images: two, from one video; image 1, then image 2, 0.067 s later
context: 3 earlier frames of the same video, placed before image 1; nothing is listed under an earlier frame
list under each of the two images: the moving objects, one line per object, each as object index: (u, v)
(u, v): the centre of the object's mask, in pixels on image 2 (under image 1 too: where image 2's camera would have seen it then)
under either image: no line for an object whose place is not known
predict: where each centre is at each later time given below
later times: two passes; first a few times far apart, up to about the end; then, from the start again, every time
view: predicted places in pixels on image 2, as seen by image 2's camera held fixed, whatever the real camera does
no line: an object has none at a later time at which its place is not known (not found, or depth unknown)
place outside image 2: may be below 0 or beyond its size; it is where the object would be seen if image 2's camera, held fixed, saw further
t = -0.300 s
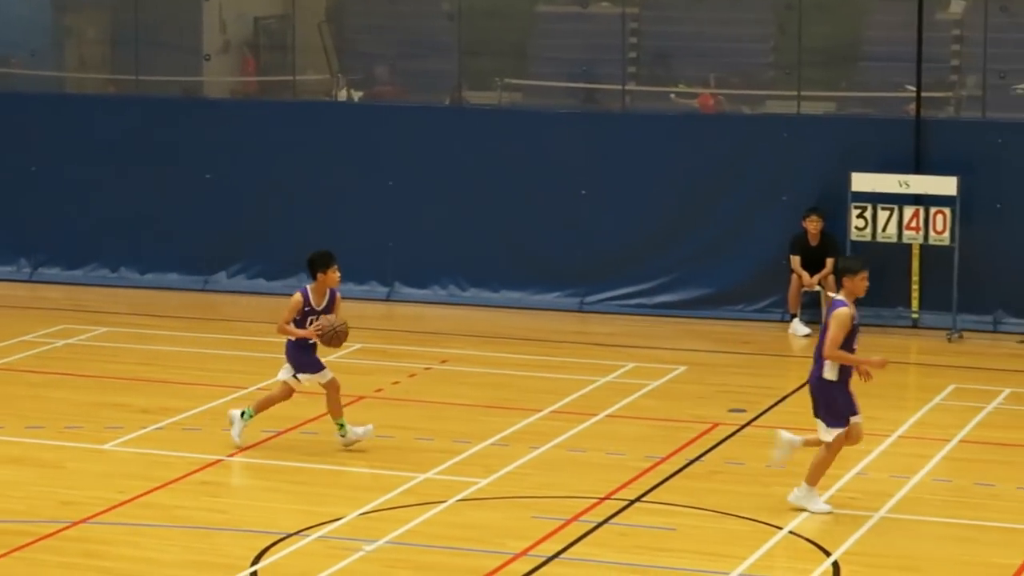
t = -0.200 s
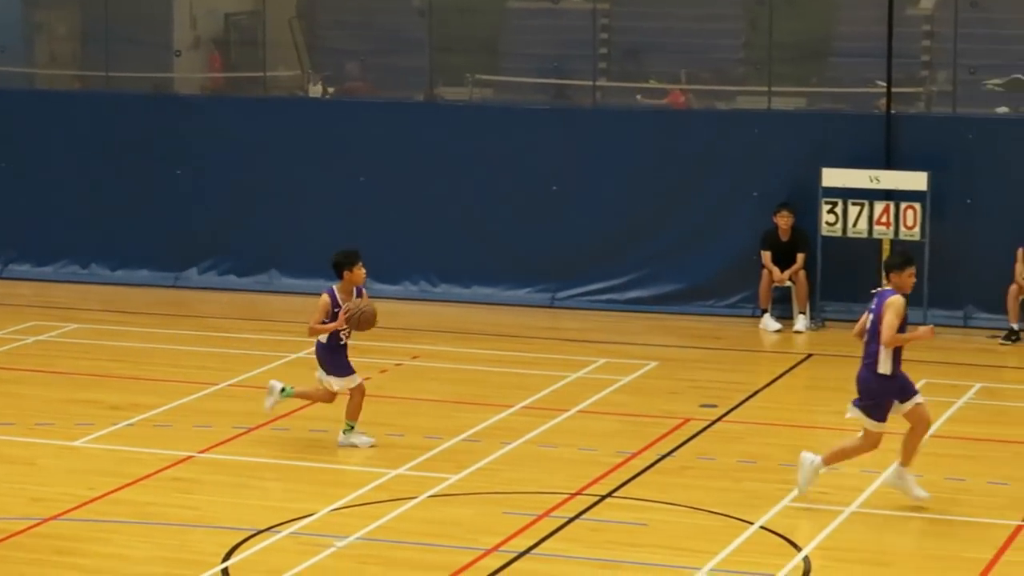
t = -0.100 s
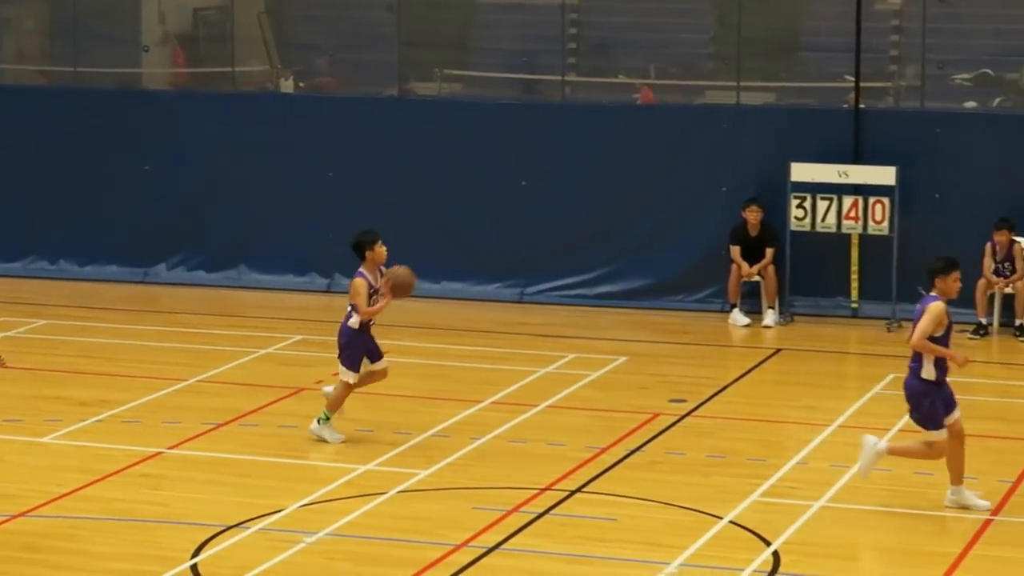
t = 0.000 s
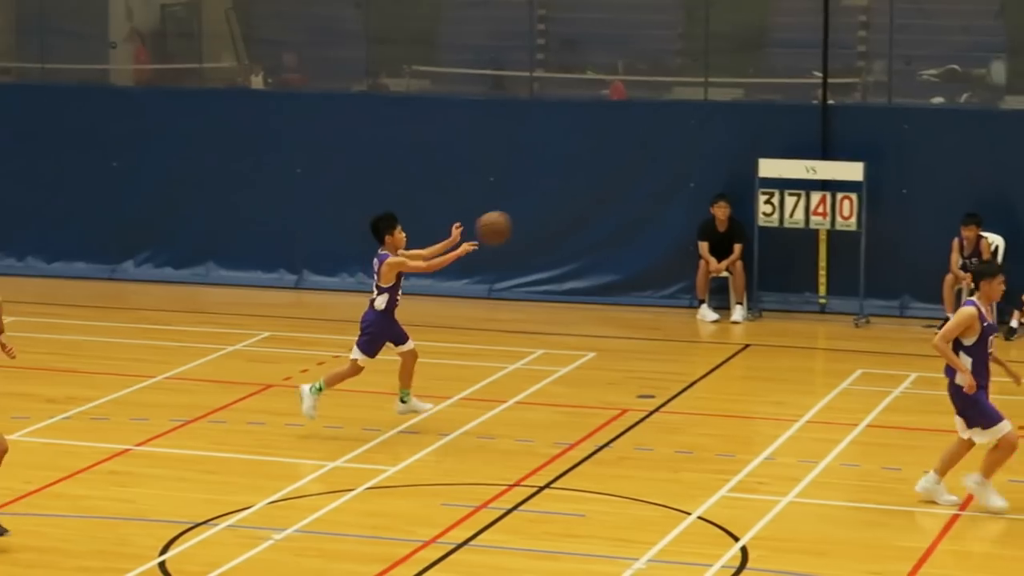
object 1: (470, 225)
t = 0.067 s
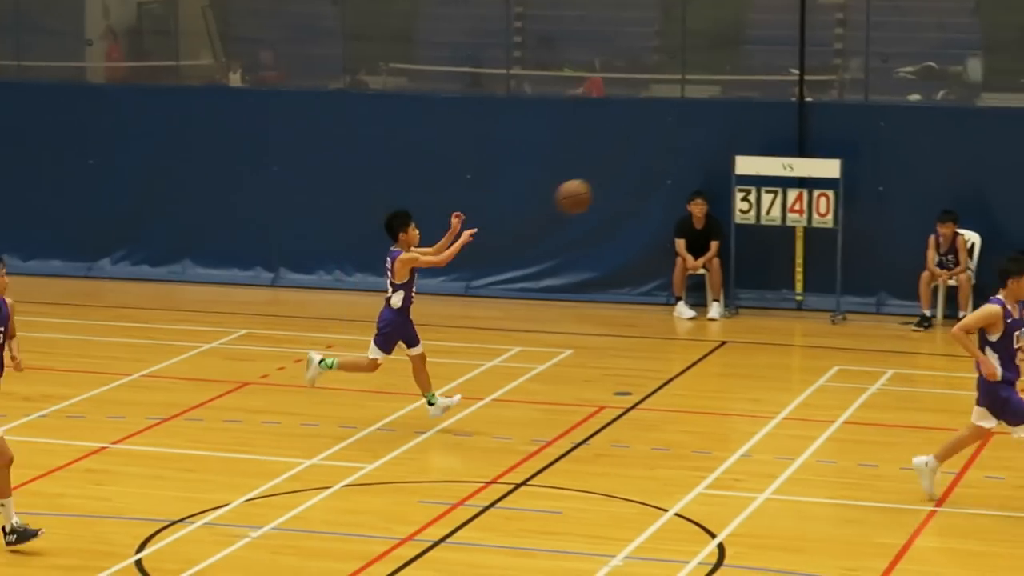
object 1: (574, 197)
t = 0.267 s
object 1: (881, 141)
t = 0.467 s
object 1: (1191, 126)
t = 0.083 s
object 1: (599, 190)
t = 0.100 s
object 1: (625, 184)
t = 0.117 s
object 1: (651, 178)
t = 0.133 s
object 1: (676, 173)
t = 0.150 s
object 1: (702, 168)
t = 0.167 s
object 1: (727, 163)
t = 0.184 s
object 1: (754, 158)
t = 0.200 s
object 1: (779, 154)
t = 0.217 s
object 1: (805, 150)
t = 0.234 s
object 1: (830, 146)
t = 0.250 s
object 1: (856, 144)
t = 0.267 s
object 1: (881, 141)
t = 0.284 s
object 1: (906, 138)
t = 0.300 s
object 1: (933, 134)
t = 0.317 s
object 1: (958, 131)
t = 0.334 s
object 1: (983, 128)
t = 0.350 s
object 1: (1009, 127)
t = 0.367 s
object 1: (1035, 126)
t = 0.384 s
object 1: (1060, 125)
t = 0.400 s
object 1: (1086, 124)
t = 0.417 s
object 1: (1112, 124)
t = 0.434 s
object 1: (1138, 124)
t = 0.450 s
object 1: (1164, 125)
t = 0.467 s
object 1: (1191, 126)
